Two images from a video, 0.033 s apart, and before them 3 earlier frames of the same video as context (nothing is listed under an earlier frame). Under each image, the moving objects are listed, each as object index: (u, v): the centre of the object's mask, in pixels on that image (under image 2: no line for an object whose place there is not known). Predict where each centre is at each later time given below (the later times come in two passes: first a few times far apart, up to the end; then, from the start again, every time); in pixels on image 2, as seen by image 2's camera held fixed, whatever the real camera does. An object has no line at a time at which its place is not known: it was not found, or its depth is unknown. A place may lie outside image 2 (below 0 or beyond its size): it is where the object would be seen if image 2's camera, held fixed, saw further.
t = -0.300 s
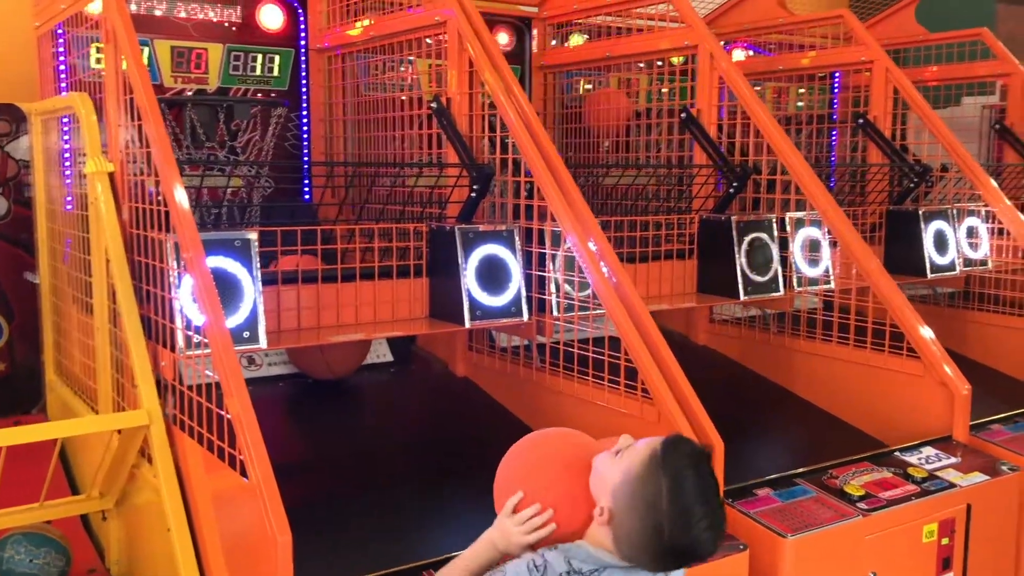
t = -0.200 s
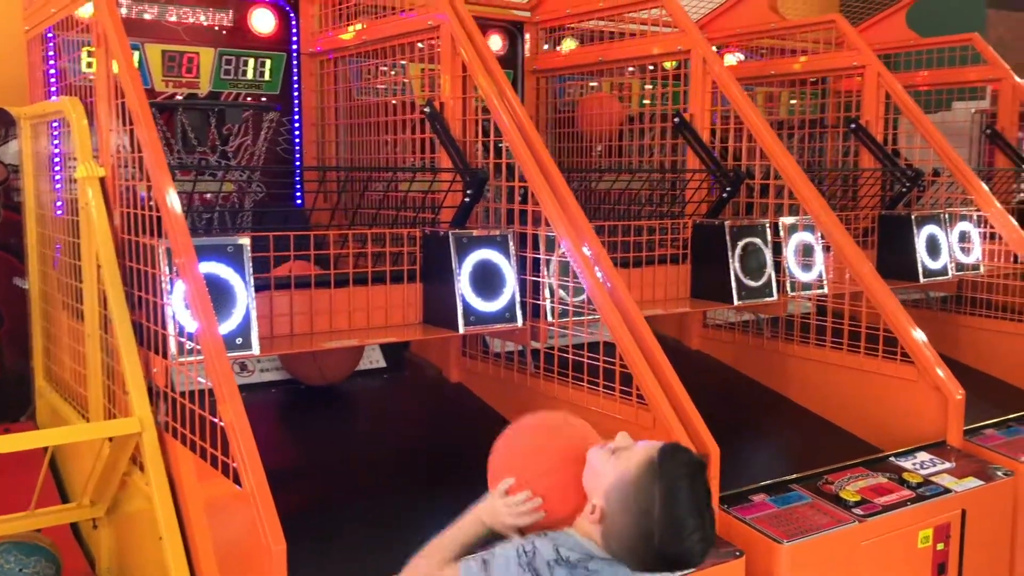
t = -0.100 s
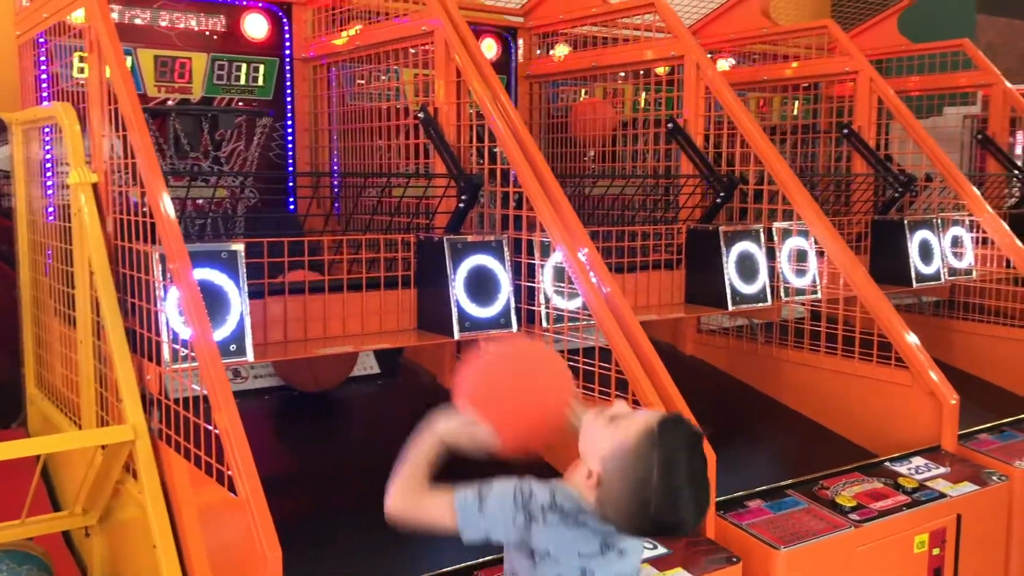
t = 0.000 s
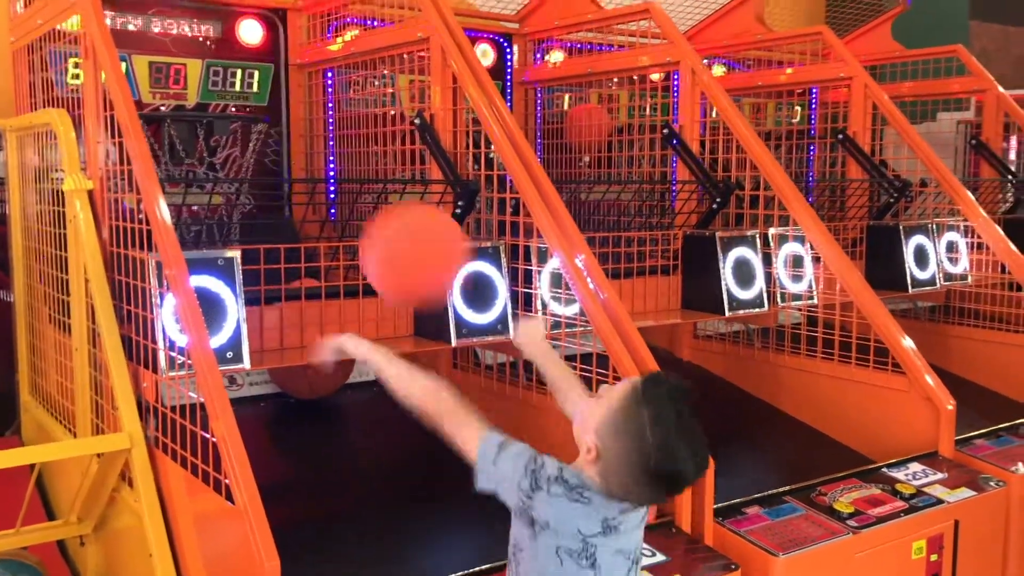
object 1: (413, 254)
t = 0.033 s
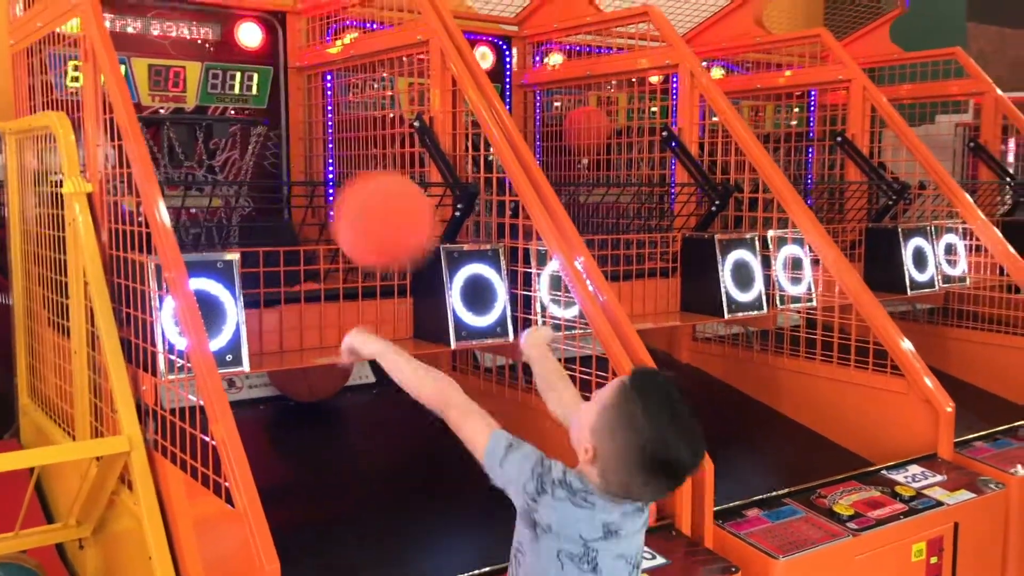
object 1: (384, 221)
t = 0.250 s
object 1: (464, 165)
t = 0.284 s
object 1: (497, 176)
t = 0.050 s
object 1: (369, 207)
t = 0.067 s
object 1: (355, 193)
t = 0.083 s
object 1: (342, 183)
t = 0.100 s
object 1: (344, 179)
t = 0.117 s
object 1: (355, 174)
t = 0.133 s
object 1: (366, 168)
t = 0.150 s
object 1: (379, 165)
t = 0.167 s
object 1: (392, 162)
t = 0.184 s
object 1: (405, 160)
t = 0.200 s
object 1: (419, 159)
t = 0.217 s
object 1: (433, 160)
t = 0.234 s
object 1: (448, 161)
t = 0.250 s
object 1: (464, 165)
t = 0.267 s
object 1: (479, 169)
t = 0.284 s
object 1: (497, 176)
